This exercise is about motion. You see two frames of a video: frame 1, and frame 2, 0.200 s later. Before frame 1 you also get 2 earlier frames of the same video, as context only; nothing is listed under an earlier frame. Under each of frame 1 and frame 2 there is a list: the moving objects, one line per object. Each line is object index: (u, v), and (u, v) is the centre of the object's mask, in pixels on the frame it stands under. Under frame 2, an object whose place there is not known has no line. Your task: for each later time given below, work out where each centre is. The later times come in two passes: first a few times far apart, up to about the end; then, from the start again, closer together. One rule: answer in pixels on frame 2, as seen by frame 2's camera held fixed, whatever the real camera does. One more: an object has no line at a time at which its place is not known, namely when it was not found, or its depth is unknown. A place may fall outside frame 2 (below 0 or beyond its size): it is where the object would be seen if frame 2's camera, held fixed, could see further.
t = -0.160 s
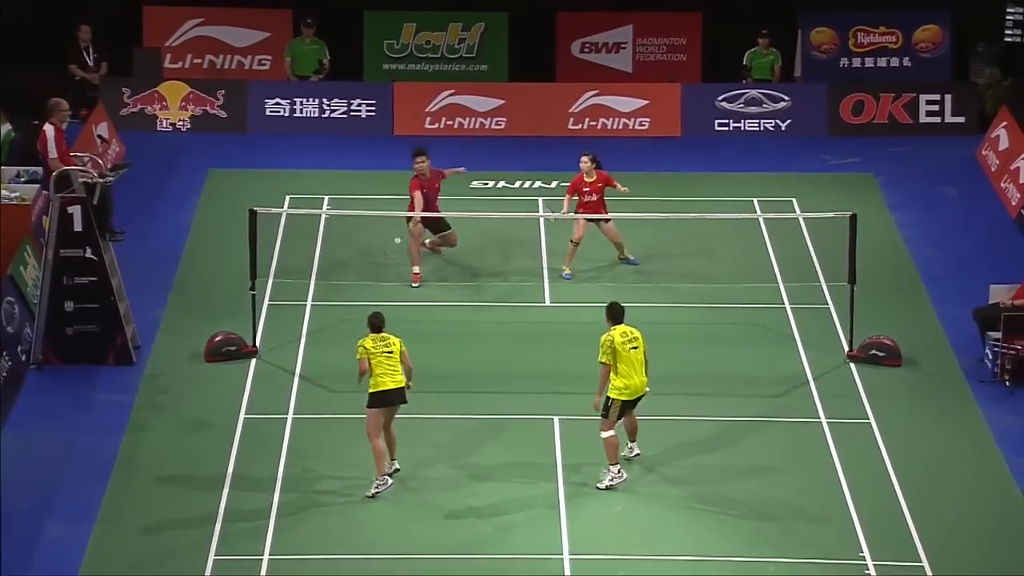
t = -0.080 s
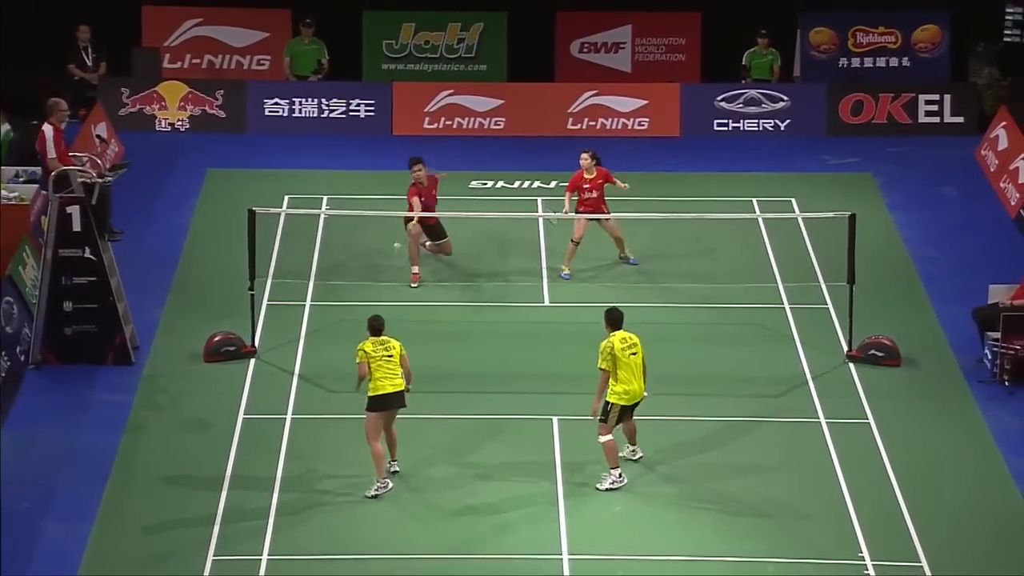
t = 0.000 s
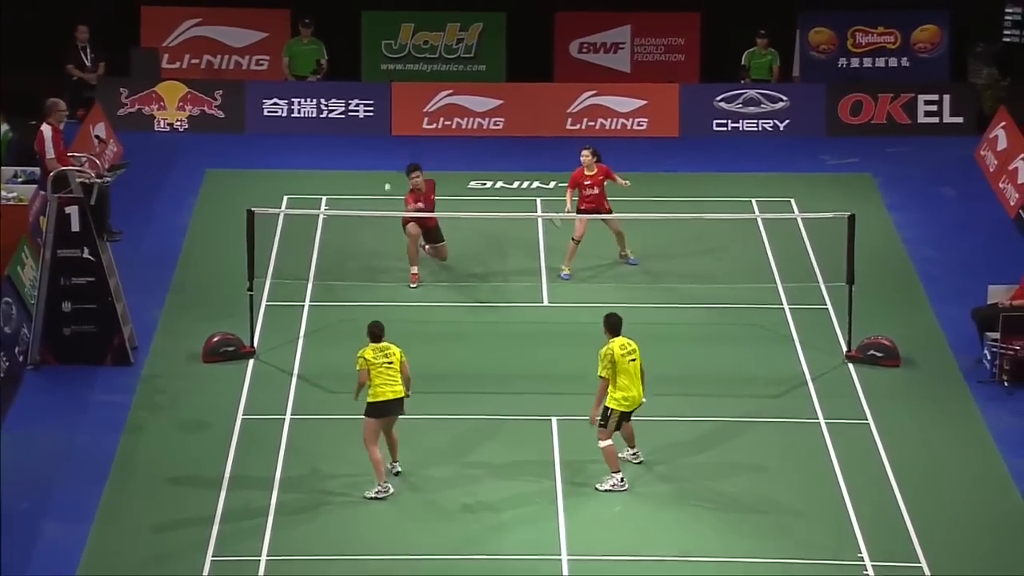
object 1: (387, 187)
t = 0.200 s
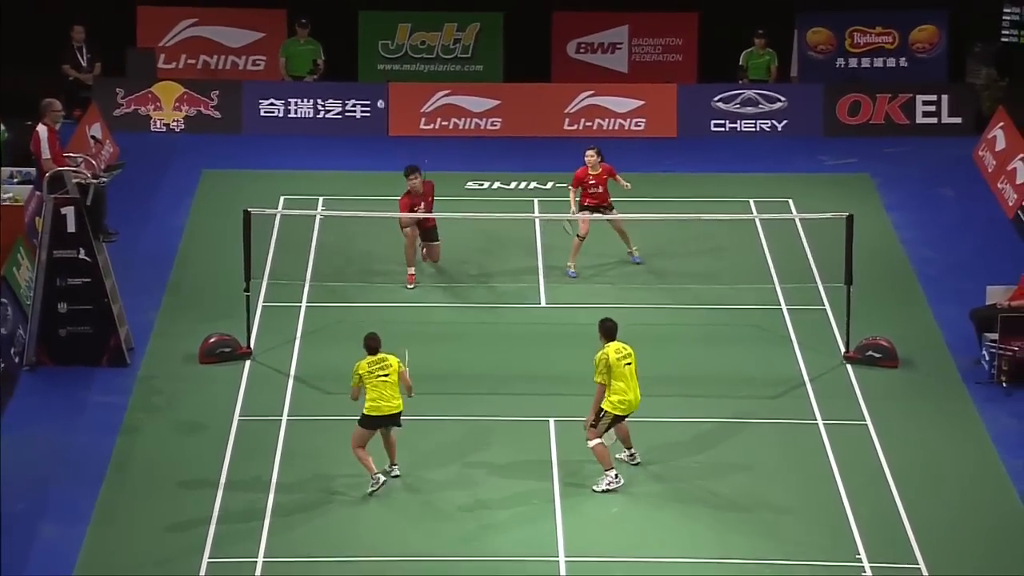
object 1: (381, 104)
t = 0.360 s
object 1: (375, 63)
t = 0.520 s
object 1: (370, 38)
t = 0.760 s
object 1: (365, 27)
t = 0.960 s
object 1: (361, 37)
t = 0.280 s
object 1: (377, 81)
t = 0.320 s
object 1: (377, 71)
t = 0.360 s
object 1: (375, 63)
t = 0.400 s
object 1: (373, 56)
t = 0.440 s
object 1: (373, 49)
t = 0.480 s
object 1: (372, 43)
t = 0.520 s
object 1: (370, 38)
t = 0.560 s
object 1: (370, 35)
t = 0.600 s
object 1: (369, 31)
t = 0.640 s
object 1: (368, 29)
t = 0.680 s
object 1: (367, 28)
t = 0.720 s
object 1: (367, 27)
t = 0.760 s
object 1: (365, 27)
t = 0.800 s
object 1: (365, 27)
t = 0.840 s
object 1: (364, 29)
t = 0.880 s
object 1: (363, 31)
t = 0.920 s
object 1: (362, 34)
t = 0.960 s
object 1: (361, 37)
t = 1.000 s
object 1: (361, 41)
